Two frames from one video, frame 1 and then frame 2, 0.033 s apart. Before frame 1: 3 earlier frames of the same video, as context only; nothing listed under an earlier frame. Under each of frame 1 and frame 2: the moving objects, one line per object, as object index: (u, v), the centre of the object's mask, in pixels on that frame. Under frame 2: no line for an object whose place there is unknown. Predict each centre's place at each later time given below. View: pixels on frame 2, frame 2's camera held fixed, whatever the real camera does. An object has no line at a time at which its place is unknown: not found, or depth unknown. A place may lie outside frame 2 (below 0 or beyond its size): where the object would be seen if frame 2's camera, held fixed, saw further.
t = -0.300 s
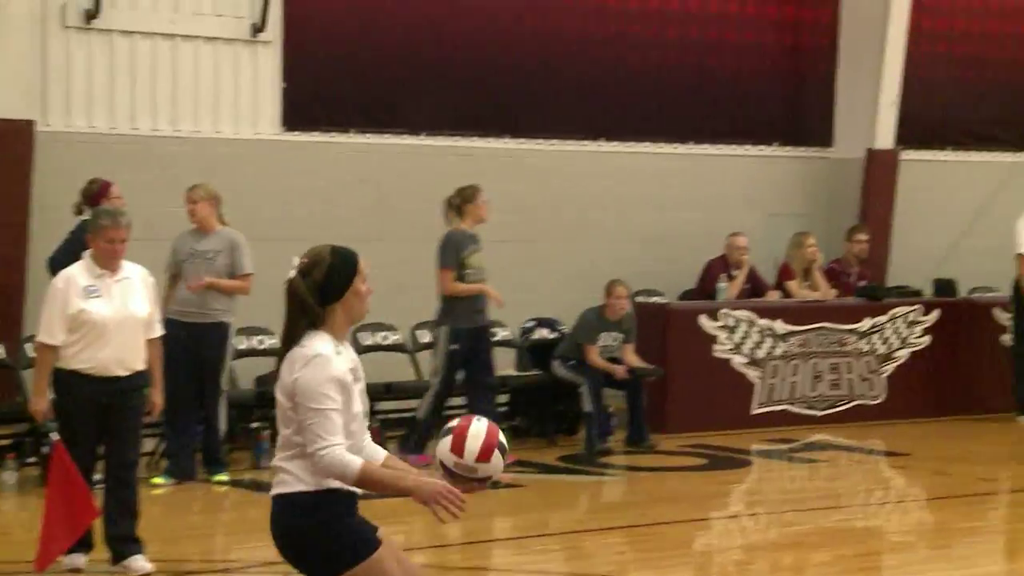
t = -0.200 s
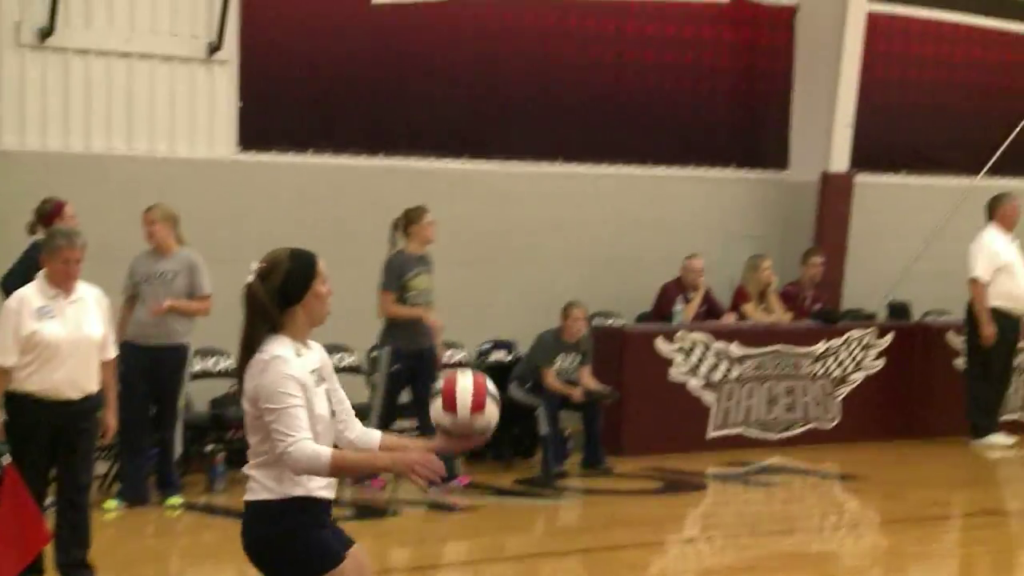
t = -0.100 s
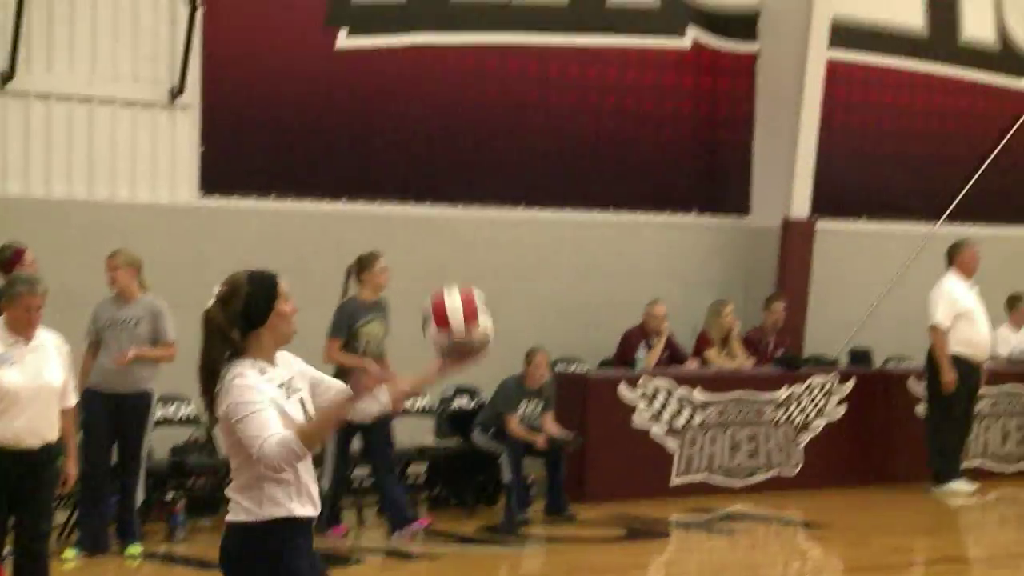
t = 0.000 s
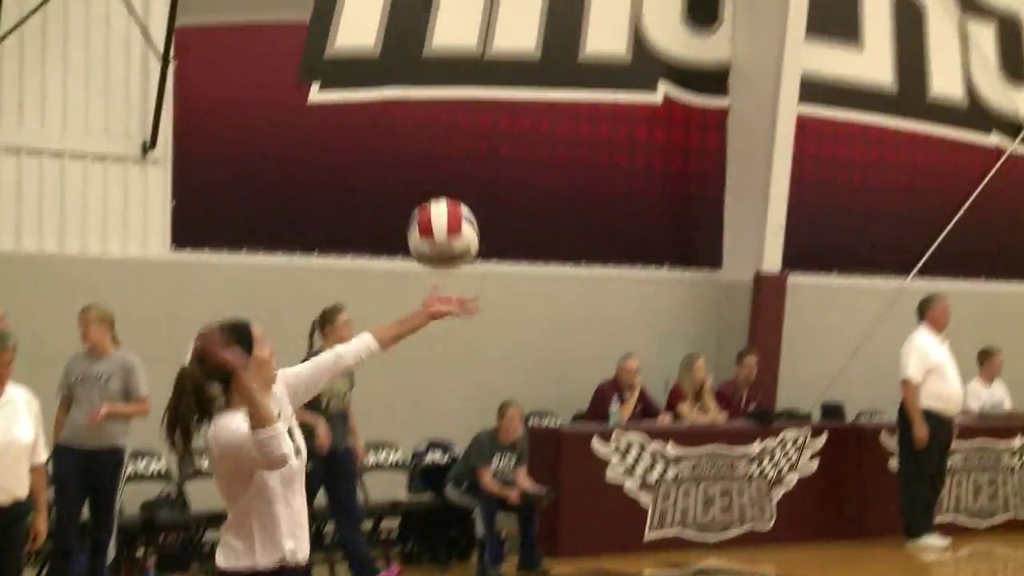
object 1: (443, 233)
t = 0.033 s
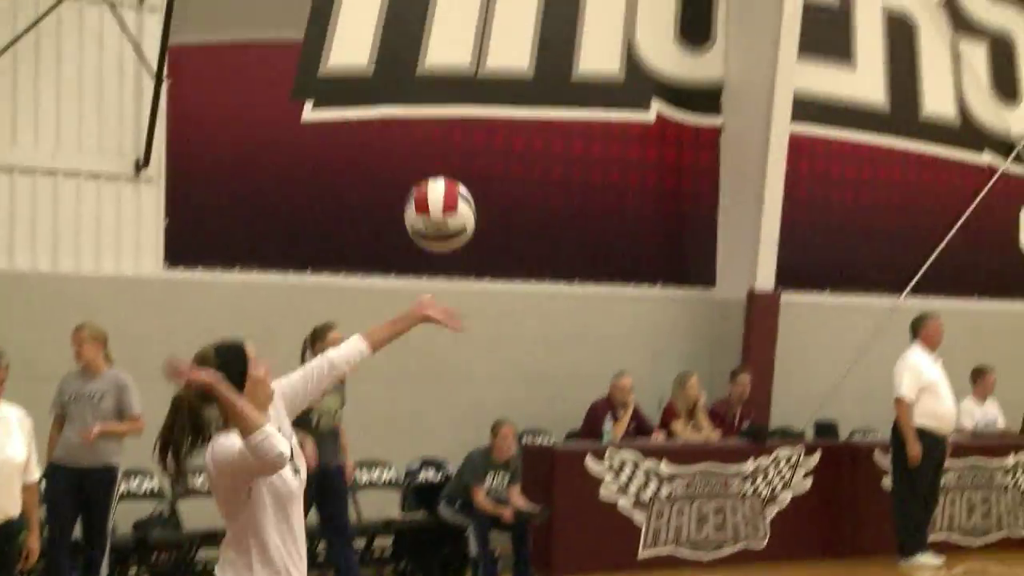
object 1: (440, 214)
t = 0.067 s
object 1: (445, 178)
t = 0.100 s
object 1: (449, 146)
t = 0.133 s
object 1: (453, 116)
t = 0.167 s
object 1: (456, 91)
